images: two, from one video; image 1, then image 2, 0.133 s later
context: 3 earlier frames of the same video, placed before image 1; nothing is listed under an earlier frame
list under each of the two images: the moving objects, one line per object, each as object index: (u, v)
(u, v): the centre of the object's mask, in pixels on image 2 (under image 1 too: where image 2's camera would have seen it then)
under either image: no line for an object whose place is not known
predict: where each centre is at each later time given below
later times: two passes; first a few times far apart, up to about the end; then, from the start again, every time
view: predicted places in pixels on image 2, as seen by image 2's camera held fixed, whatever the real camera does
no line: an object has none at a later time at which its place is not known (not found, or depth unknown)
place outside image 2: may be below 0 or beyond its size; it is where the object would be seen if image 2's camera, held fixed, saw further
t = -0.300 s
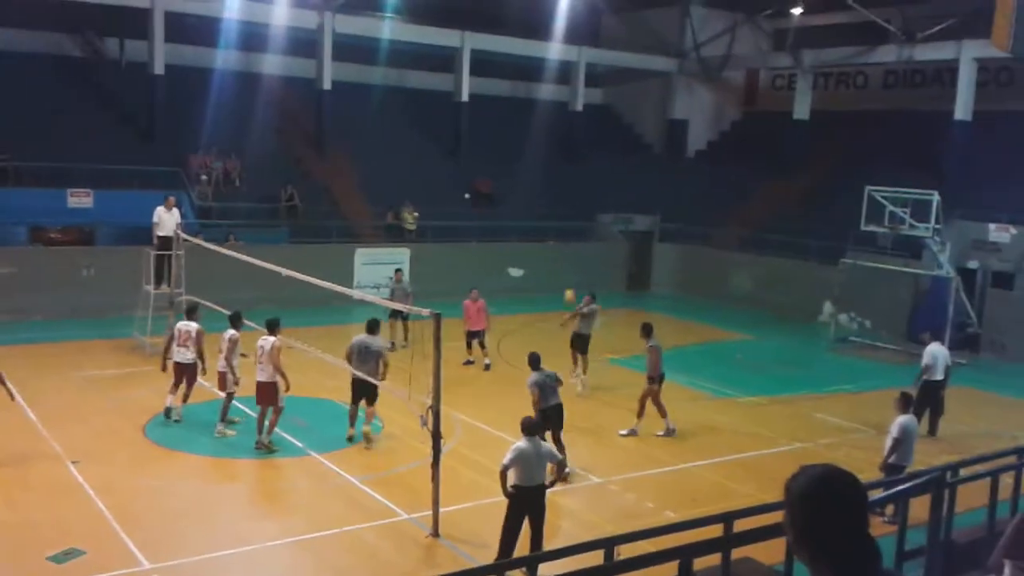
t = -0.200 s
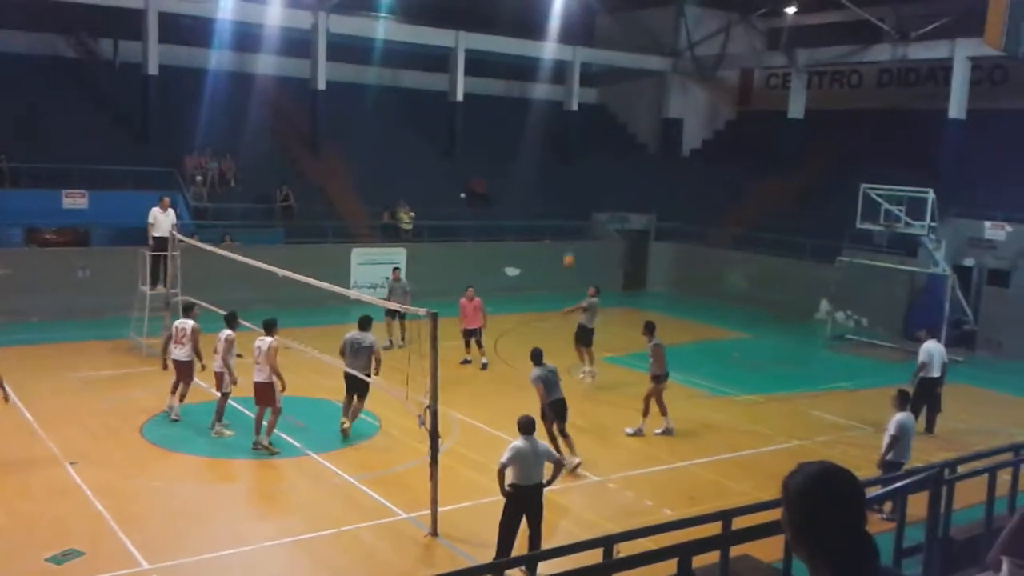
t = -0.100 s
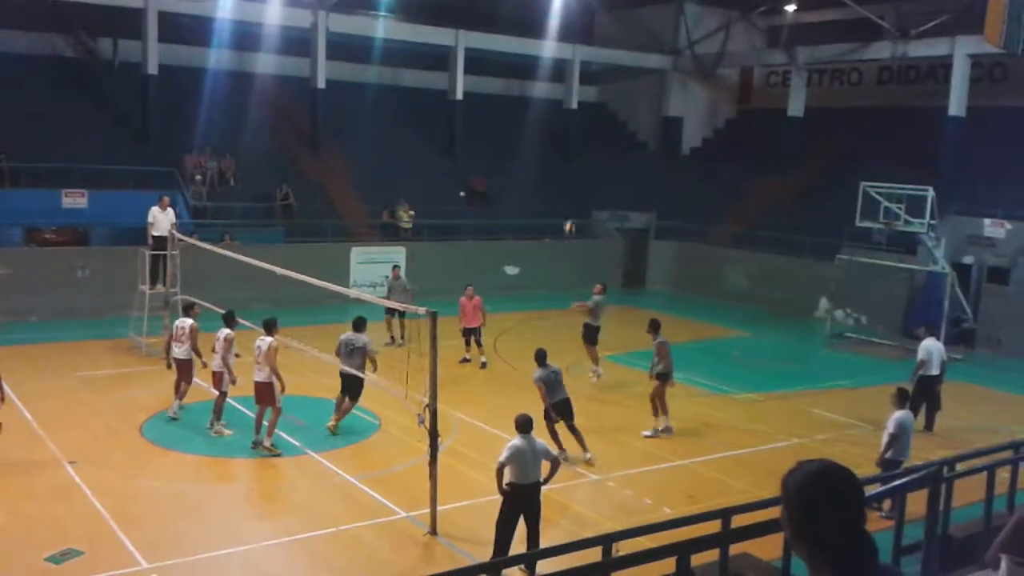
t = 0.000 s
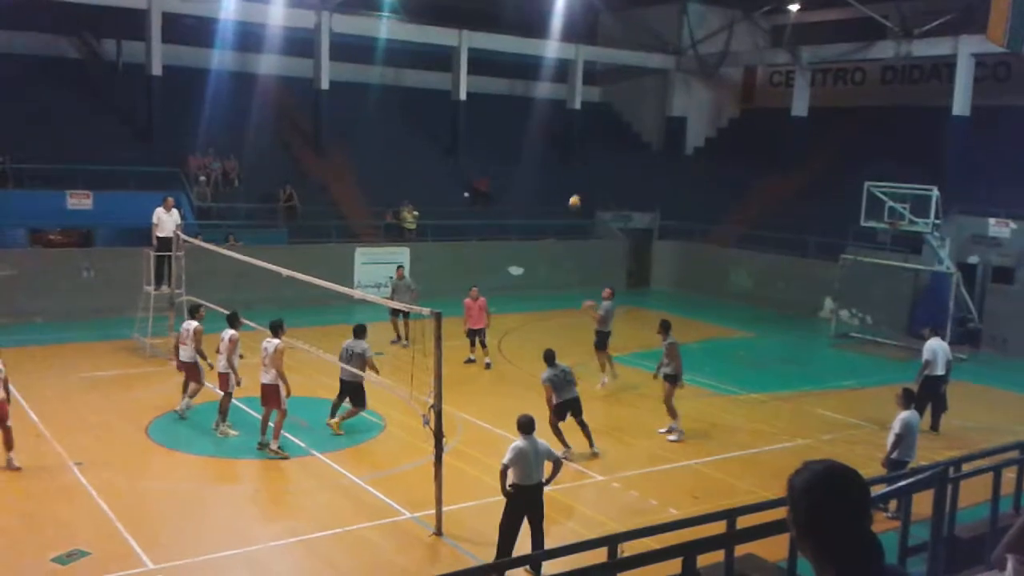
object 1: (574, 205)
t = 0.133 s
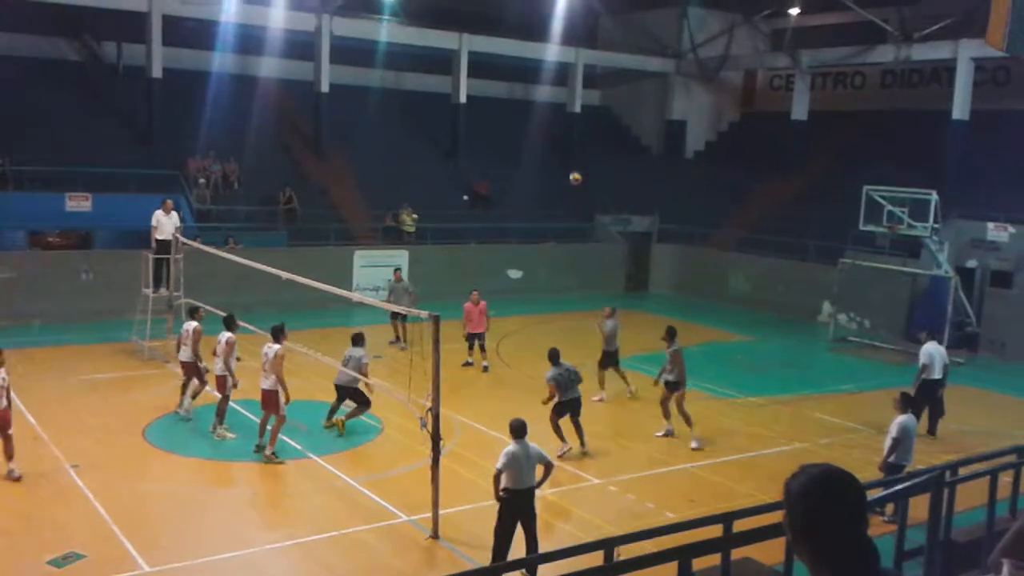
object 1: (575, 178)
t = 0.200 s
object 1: (575, 167)
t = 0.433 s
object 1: (578, 151)
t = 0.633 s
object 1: (578, 161)
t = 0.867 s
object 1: (576, 205)
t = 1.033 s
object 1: (572, 256)
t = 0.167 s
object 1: (576, 172)
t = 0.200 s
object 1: (575, 167)
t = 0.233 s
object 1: (576, 164)
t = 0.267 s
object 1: (577, 160)
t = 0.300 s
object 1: (577, 157)
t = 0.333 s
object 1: (578, 155)
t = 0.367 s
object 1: (578, 152)
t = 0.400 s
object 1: (577, 152)
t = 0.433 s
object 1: (578, 151)
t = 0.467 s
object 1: (578, 152)
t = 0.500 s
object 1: (578, 152)
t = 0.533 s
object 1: (578, 154)
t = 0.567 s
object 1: (578, 156)
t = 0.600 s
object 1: (578, 158)
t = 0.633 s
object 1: (578, 161)
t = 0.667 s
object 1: (578, 166)
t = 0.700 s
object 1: (577, 171)
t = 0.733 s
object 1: (577, 176)
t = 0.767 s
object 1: (576, 182)
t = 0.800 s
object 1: (576, 189)
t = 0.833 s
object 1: (576, 197)
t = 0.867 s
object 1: (576, 205)
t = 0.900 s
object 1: (576, 213)
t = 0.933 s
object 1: (575, 223)
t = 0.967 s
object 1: (574, 234)
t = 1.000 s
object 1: (573, 244)
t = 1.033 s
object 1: (572, 256)
